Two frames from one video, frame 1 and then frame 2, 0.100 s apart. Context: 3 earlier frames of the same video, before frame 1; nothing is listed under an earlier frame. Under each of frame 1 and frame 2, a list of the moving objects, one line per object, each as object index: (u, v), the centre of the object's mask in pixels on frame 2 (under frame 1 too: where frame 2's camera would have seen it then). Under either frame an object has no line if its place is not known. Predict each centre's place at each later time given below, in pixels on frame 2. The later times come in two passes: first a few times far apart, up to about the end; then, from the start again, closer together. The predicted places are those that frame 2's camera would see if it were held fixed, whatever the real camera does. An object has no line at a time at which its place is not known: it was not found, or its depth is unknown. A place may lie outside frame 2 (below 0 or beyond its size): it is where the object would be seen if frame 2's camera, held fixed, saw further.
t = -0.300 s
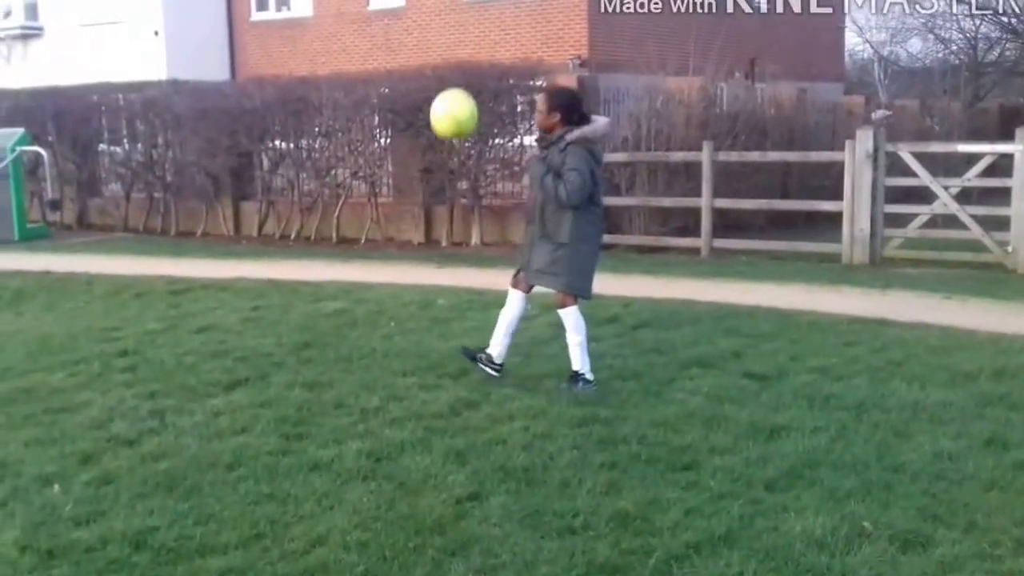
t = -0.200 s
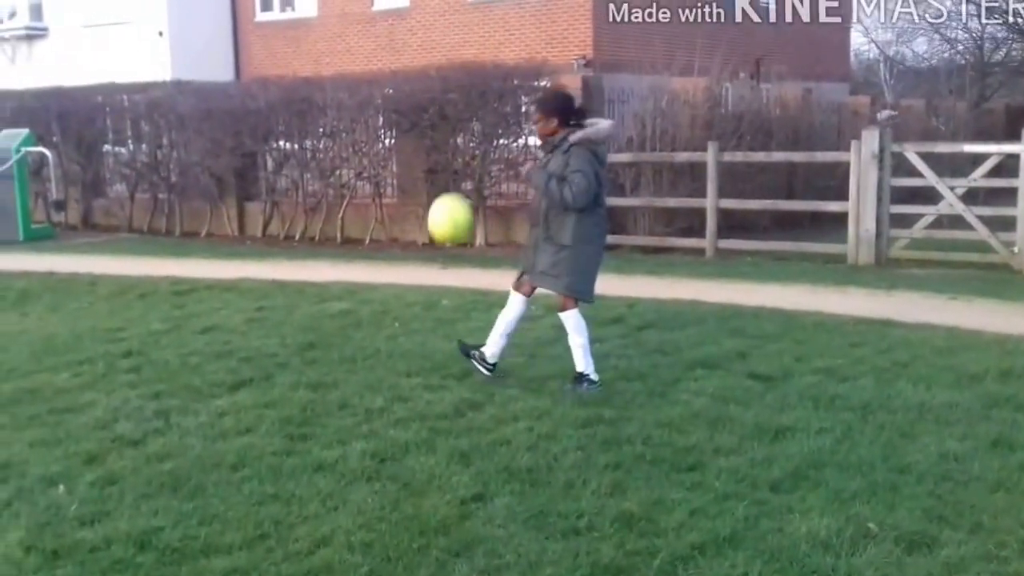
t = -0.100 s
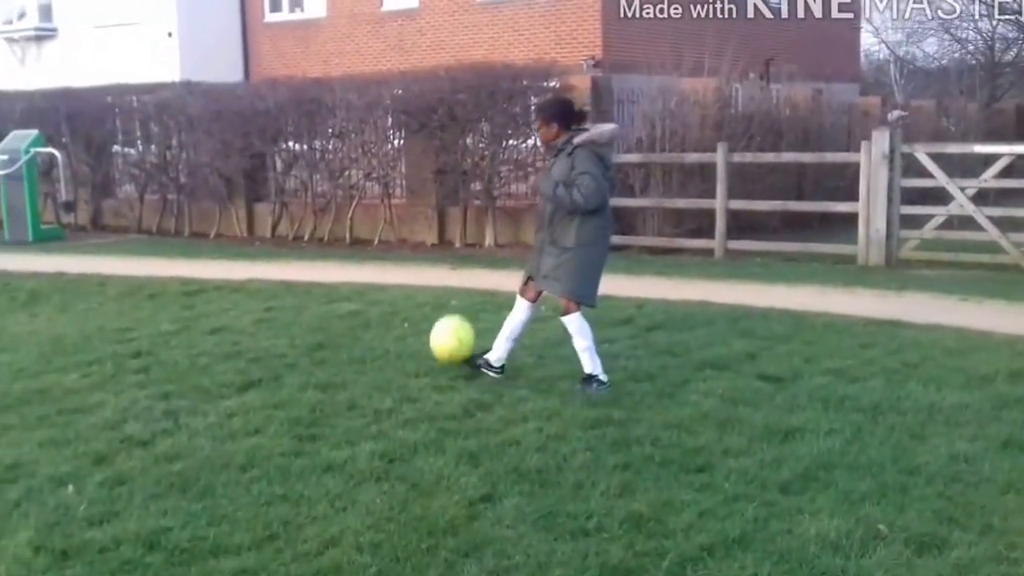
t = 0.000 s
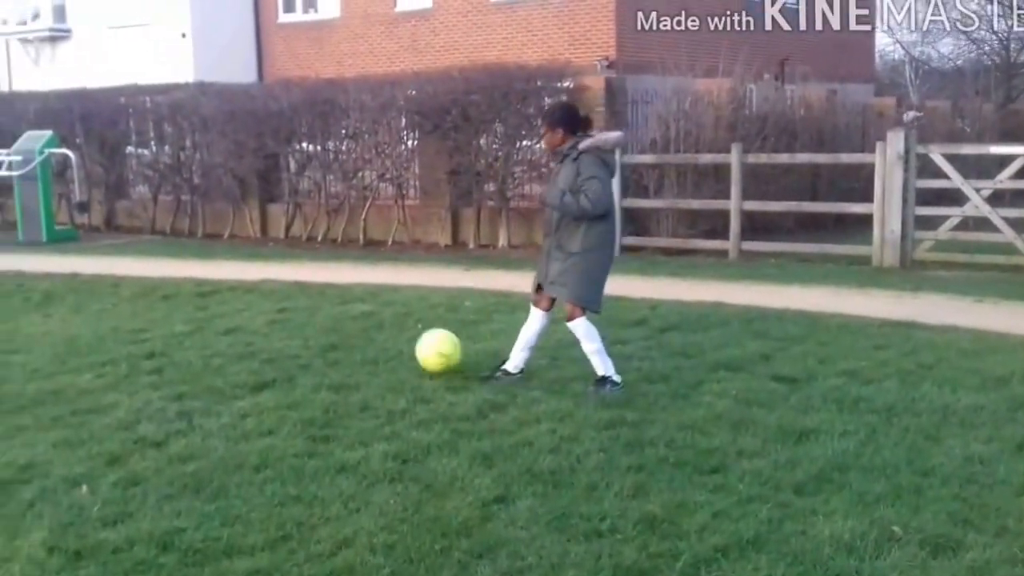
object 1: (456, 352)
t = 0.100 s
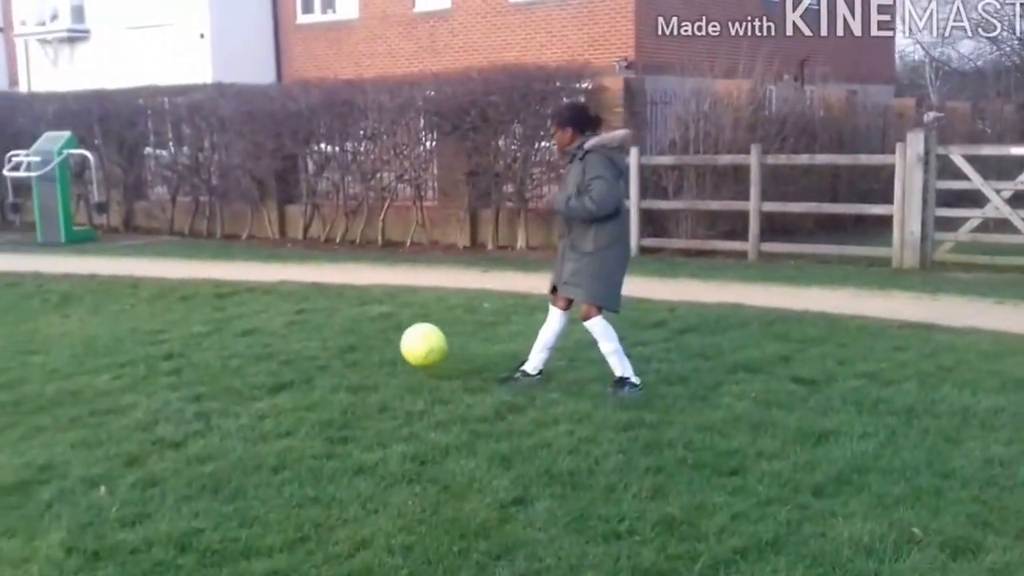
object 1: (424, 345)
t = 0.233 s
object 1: (380, 365)
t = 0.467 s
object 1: (313, 381)
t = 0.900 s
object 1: (209, 393)
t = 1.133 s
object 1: (168, 403)
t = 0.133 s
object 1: (412, 346)
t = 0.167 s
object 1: (402, 351)
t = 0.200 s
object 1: (391, 357)
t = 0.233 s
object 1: (380, 365)
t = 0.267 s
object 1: (370, 375)
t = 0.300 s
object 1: (360, 376)
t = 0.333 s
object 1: (351, 375)
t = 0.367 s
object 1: (341, 374)
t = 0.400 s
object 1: (332, 375)
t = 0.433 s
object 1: (323, 378)
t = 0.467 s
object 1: (313, 381)
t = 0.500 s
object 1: (304, 382)
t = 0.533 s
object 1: (295, 382)
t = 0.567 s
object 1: (287, 382)
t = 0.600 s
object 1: (278, 383)
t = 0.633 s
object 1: (269, 386)
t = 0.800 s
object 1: (229, 389)
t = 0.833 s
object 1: (222, 391)
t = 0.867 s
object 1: (215, 392)
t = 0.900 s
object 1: (209, 393)
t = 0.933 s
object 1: (203, 395)
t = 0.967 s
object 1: (196, 396)
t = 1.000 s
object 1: (190, 397)
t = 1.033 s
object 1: (184, 398)
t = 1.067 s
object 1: (179, 399)
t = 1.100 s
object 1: (173, 401)
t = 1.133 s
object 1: (168, 403)
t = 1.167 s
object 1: (162, 404)
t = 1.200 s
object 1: (157, 404)
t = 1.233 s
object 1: (153, 404)
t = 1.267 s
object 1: (149, 404)
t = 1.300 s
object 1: (144, 405)
